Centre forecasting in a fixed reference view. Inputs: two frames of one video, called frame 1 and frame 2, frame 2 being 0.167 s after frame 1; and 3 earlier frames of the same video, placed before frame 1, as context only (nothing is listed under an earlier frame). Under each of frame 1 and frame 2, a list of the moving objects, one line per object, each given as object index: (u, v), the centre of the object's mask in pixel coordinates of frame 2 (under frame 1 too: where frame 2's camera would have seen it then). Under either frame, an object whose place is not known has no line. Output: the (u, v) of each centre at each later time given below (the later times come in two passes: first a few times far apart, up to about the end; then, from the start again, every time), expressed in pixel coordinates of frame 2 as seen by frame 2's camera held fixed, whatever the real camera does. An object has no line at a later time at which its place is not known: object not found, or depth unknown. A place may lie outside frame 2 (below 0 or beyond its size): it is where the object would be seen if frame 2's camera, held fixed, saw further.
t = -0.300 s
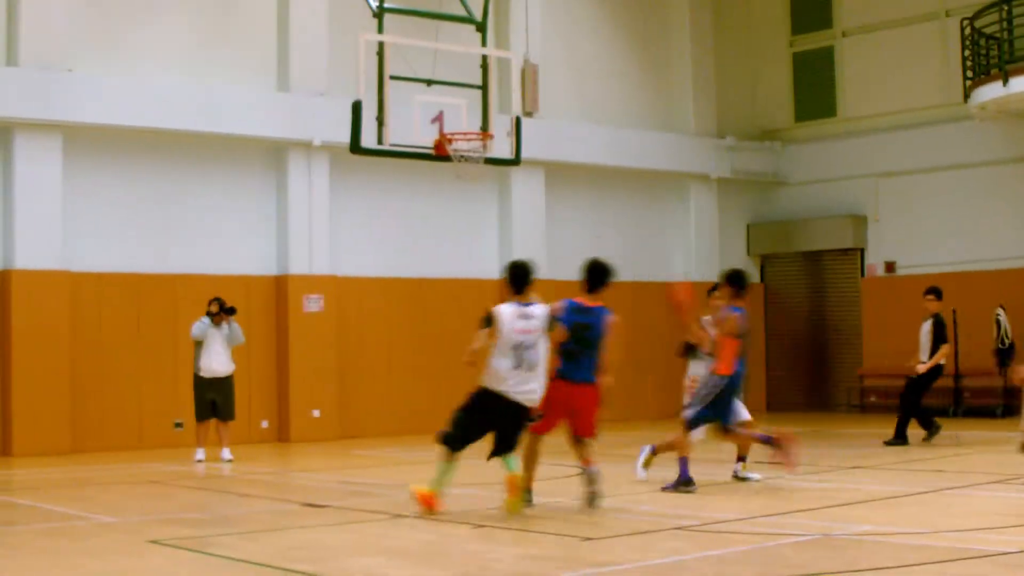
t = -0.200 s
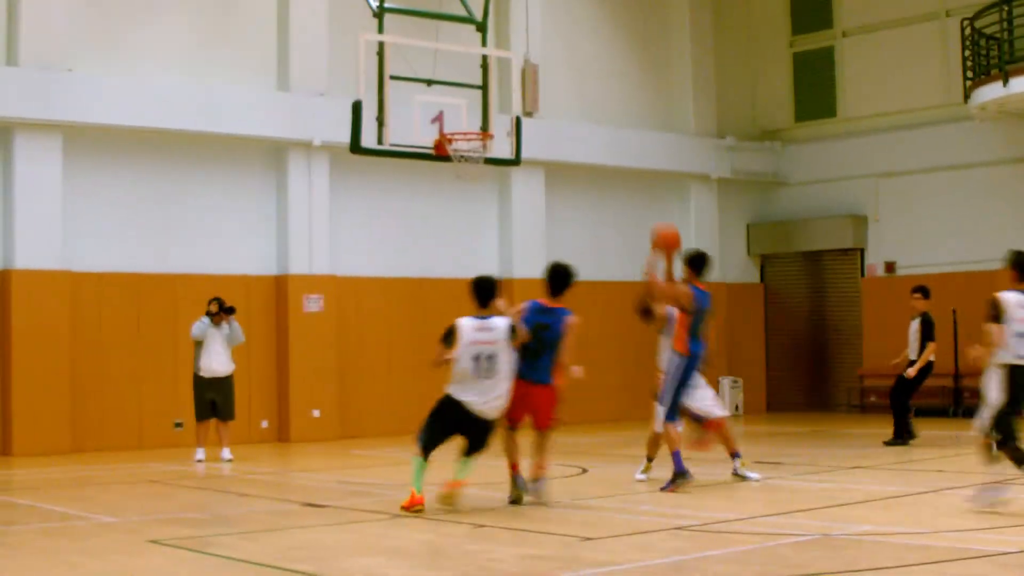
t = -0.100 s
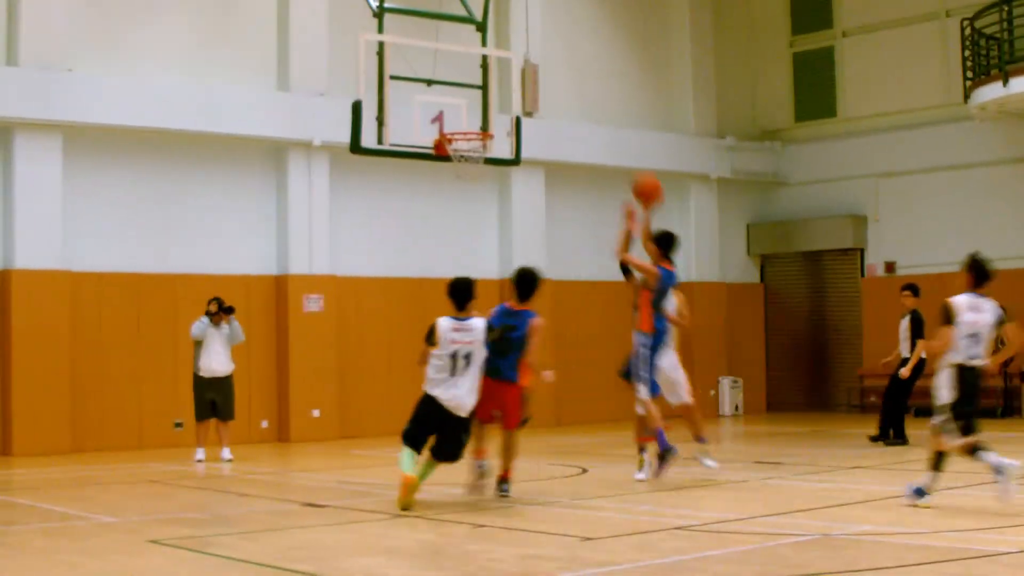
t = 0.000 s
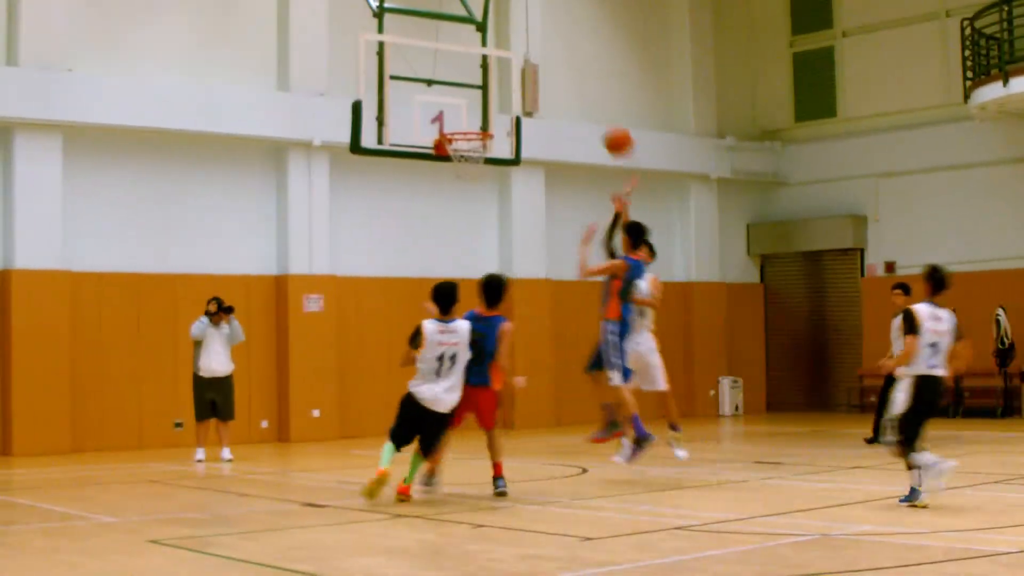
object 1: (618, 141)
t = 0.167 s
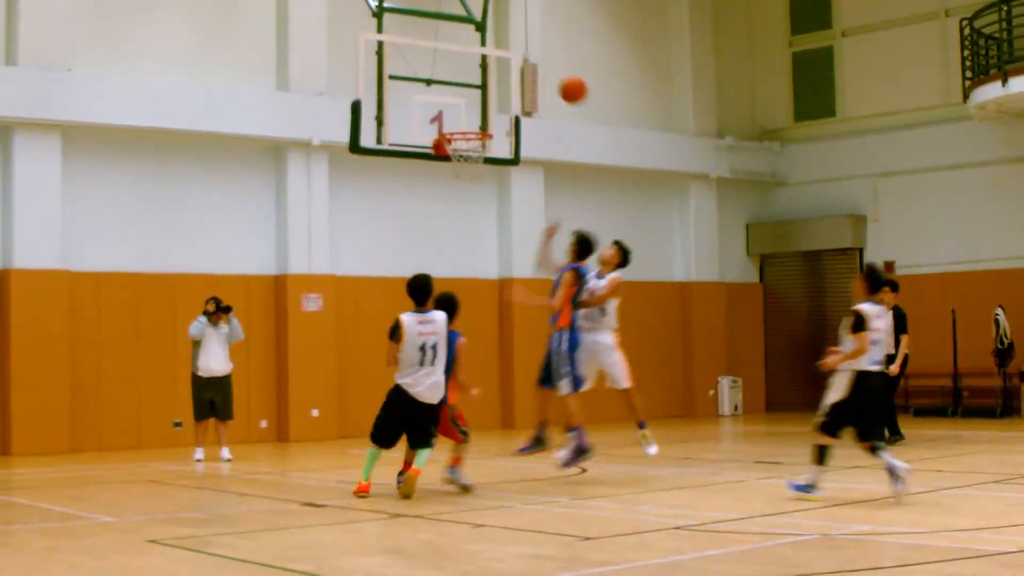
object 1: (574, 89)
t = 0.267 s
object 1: (549, 75)
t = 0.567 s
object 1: (484, 96)
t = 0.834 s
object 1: (526, 154)
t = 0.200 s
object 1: (565, 83)
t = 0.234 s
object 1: (557, 79)
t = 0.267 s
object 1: (549, 75)
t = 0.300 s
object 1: (541, 73)
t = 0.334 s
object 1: (534, 72)
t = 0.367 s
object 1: (527, 72)
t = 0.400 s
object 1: (520, 73)
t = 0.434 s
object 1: (513, 76)
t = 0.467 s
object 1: (506, 80)
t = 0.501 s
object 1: (499, 84)
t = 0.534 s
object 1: (492, 90)
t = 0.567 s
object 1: (484, 96)
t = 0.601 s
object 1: (480, 106)
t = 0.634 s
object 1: (484, 109)
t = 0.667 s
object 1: (491, 113)
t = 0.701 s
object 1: (498, 119)
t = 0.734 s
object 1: (506, 126)
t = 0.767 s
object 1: (512, 133)
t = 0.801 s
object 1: (518, 143)
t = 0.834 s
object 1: (526, 154)
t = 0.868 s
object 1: (533, 165)
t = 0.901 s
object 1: (541, 178)
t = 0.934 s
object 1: (548, 193)
